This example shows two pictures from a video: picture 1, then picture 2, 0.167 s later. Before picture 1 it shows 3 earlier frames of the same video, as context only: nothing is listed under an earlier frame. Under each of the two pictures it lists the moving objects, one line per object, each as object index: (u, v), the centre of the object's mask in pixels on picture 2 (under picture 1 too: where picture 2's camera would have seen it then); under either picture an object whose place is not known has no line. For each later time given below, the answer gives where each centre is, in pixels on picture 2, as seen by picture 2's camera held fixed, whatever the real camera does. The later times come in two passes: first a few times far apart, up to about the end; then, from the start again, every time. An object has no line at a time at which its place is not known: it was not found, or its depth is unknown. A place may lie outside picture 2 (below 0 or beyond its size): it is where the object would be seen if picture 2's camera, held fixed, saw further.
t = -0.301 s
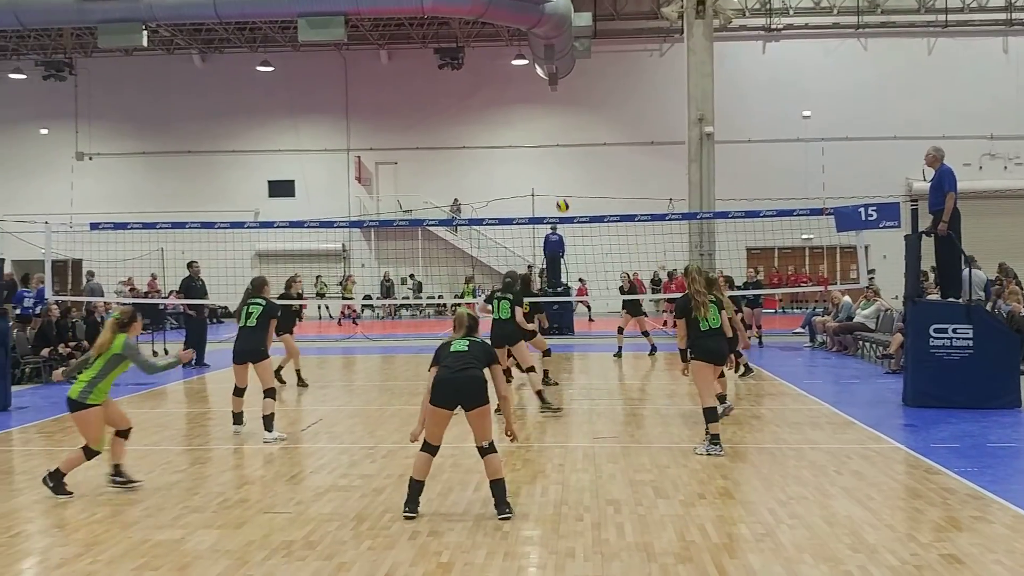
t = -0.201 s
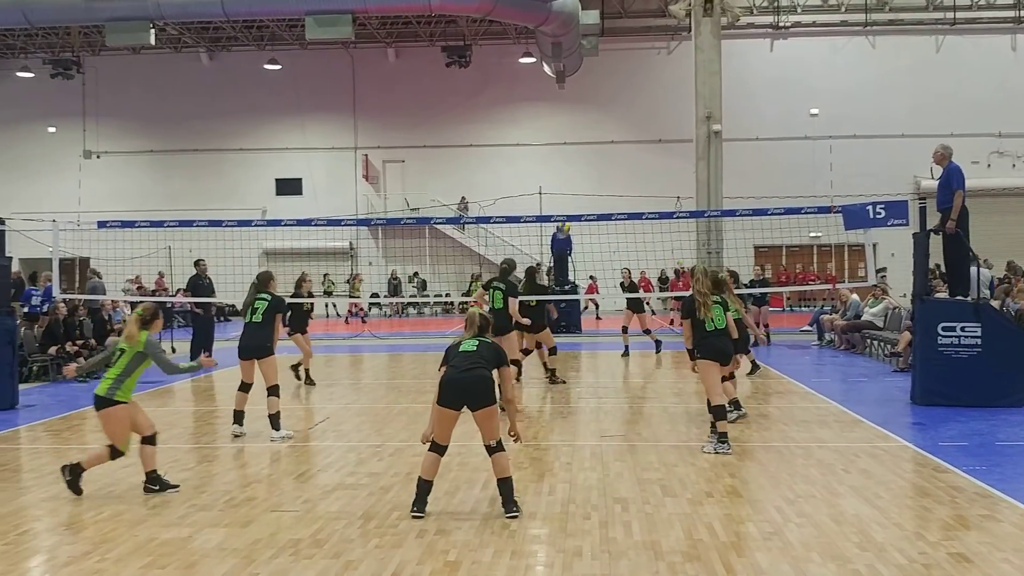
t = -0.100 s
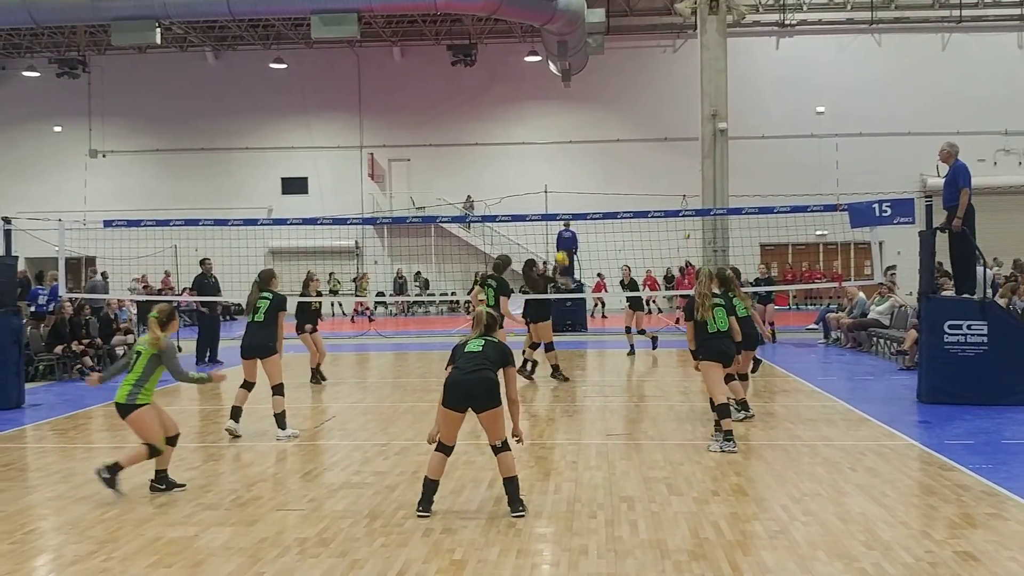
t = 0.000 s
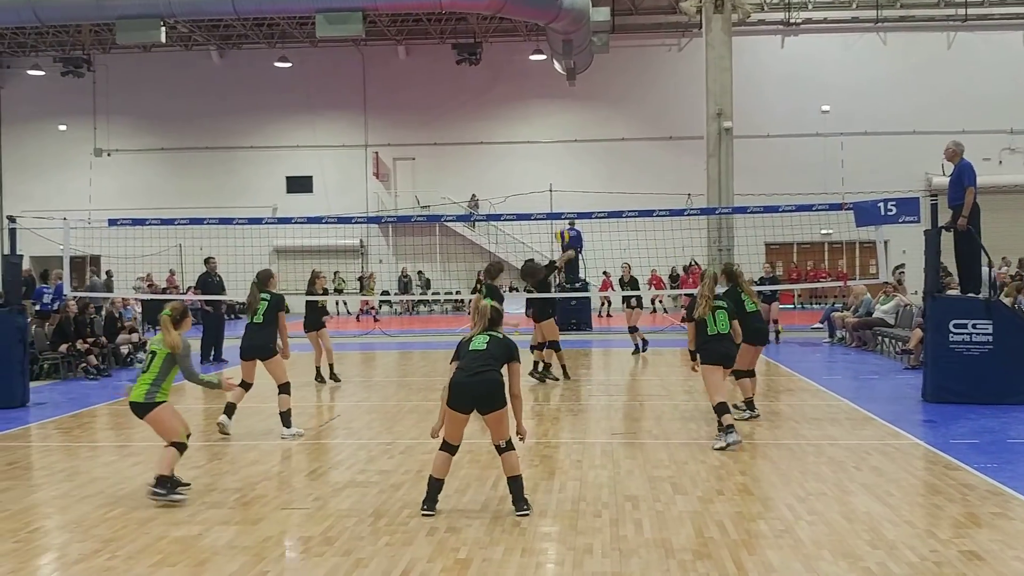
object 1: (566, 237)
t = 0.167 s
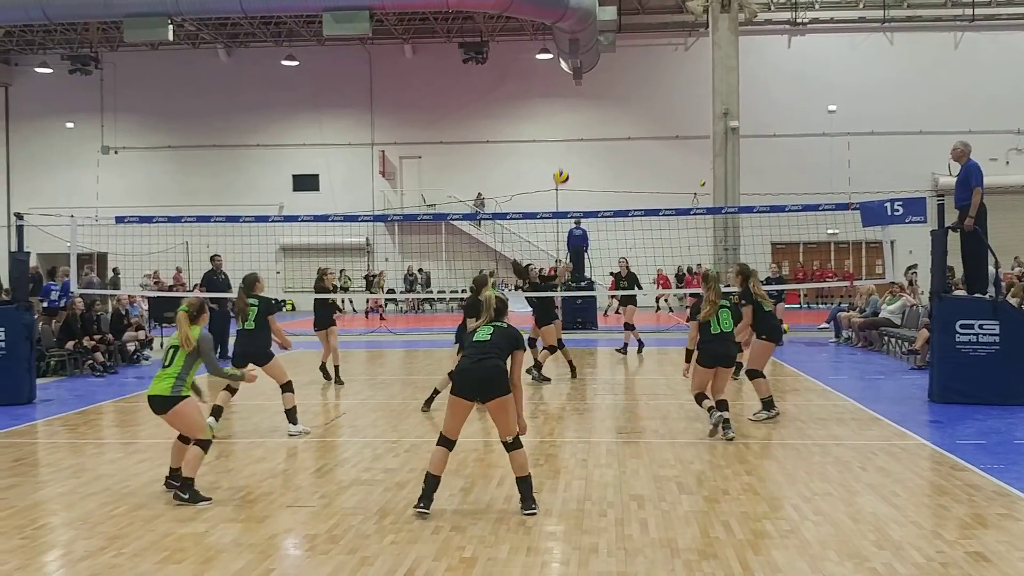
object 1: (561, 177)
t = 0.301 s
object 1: (557, 141)
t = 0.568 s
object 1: (548, 109)
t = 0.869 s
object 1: (529, 159)
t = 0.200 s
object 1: (560, 167)
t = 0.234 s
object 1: (559, 158)
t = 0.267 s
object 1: (558, 149)
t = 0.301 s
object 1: (557, 141)
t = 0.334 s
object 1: (556, 134)
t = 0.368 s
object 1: (555, 128)
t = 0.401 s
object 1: (554, 122)
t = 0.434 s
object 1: (553, 117)
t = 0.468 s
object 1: (552, 114)
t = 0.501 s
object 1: (551, 111)
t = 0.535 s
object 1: (550, 110)
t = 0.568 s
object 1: (548, 109)
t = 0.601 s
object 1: (546, 109)
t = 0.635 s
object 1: (544, 111)
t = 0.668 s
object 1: (543, 115)
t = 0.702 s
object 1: (540, 118)
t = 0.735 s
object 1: (538, 124)
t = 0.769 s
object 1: (535, 130)
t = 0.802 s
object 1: (533, 138)
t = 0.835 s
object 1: (531, 148)
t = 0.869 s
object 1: (529, 159)
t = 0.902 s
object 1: (526, 171)
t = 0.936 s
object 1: (522, 187)
